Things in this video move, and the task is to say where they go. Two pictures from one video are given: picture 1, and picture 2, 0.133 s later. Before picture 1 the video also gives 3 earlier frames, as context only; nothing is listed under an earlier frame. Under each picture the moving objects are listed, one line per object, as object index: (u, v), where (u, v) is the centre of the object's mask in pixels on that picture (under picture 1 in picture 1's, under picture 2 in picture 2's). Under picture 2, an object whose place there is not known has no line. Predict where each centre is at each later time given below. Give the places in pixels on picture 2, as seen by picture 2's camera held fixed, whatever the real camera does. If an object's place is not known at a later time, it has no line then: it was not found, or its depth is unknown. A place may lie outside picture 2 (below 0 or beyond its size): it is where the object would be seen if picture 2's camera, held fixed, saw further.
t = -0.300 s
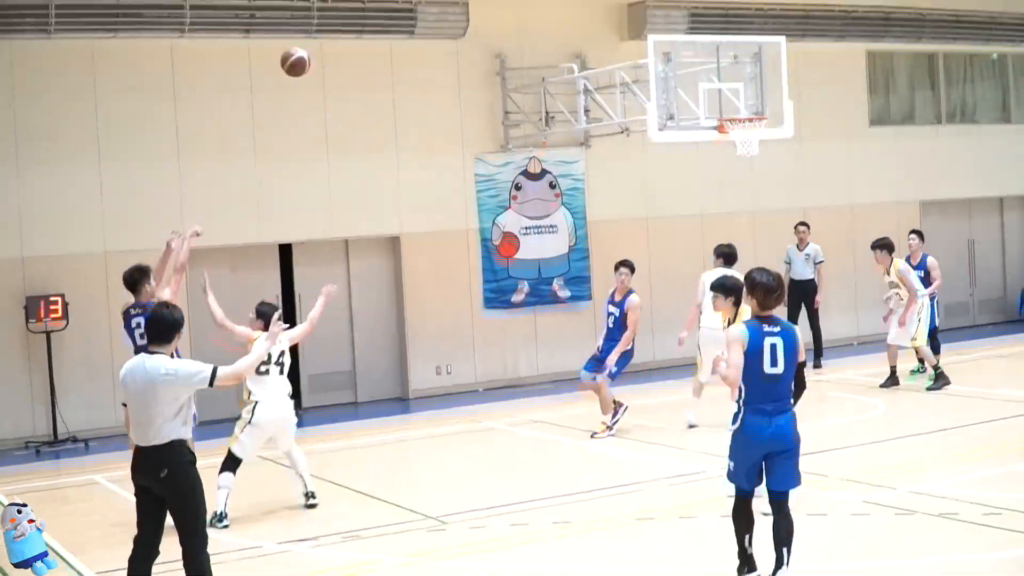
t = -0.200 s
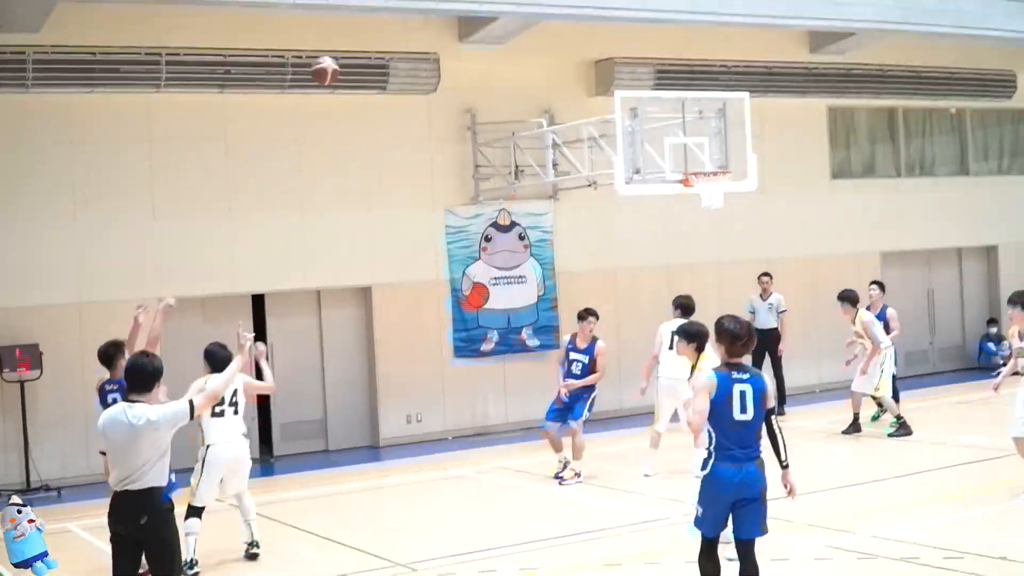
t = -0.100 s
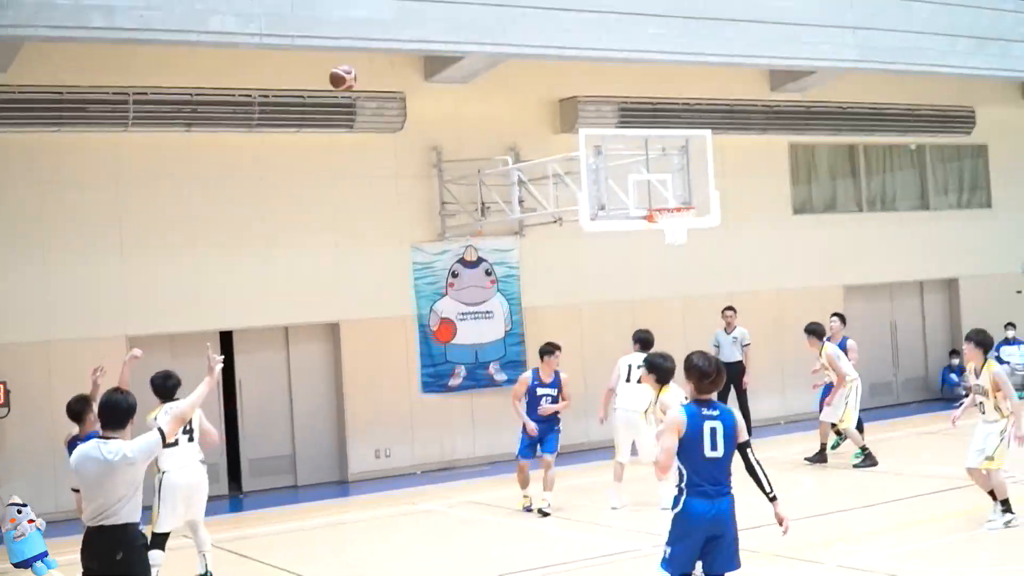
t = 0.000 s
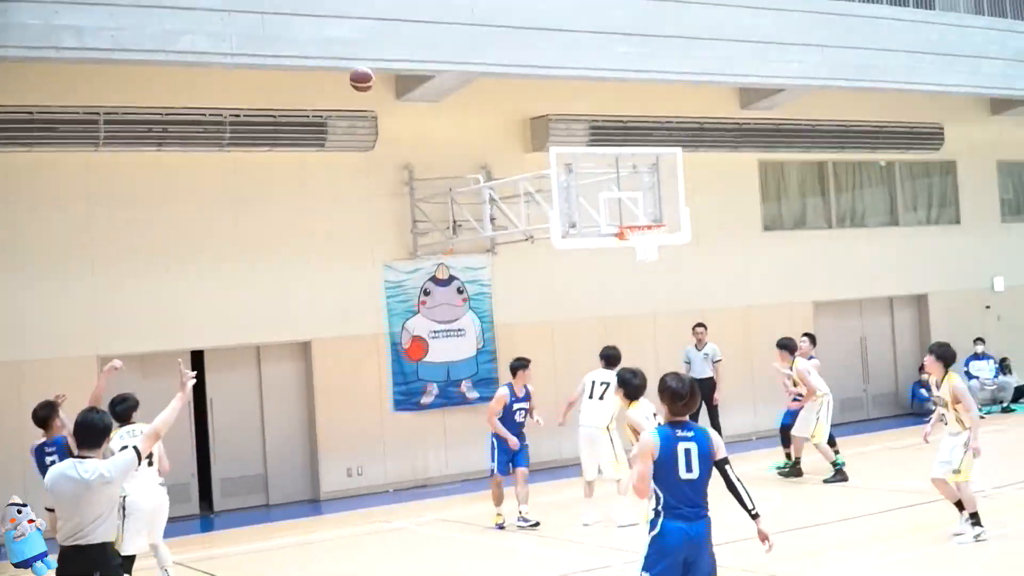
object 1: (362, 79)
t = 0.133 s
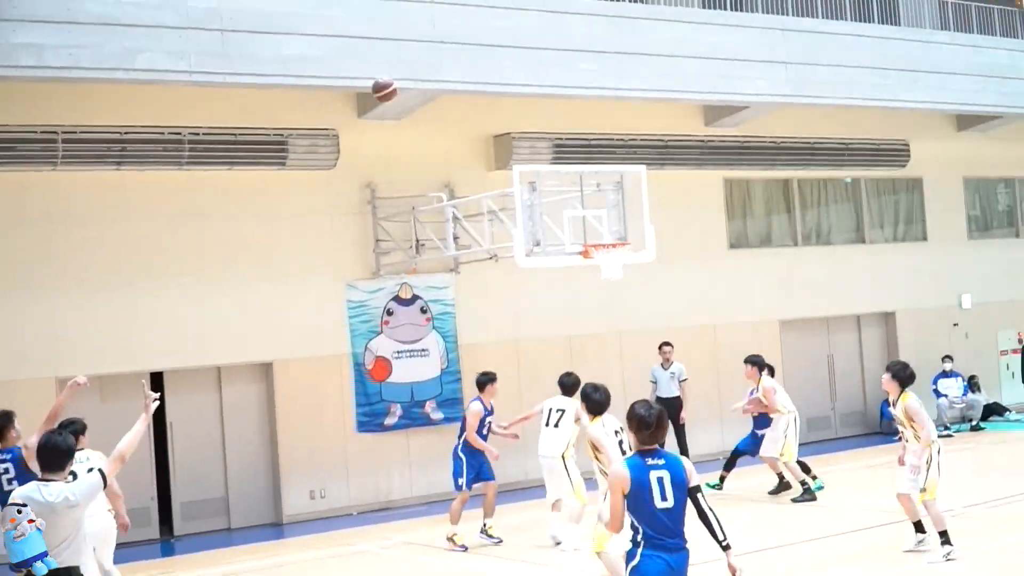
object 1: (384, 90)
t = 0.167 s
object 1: (400, 90)
